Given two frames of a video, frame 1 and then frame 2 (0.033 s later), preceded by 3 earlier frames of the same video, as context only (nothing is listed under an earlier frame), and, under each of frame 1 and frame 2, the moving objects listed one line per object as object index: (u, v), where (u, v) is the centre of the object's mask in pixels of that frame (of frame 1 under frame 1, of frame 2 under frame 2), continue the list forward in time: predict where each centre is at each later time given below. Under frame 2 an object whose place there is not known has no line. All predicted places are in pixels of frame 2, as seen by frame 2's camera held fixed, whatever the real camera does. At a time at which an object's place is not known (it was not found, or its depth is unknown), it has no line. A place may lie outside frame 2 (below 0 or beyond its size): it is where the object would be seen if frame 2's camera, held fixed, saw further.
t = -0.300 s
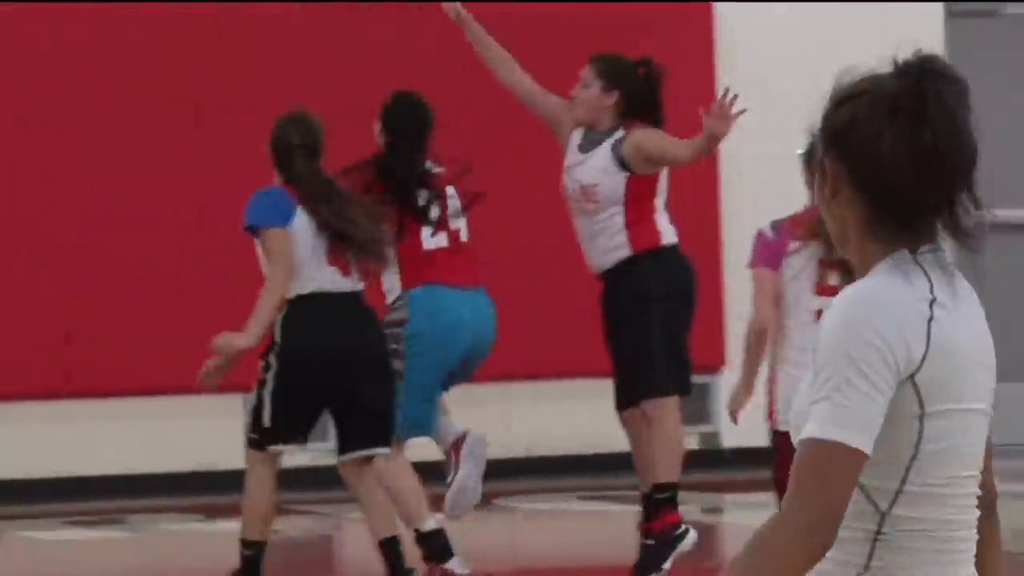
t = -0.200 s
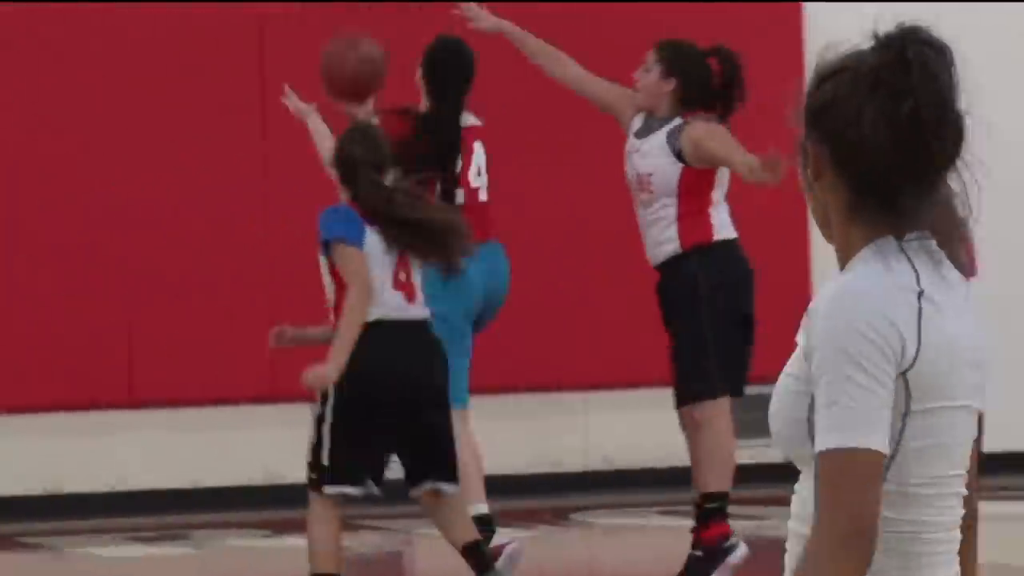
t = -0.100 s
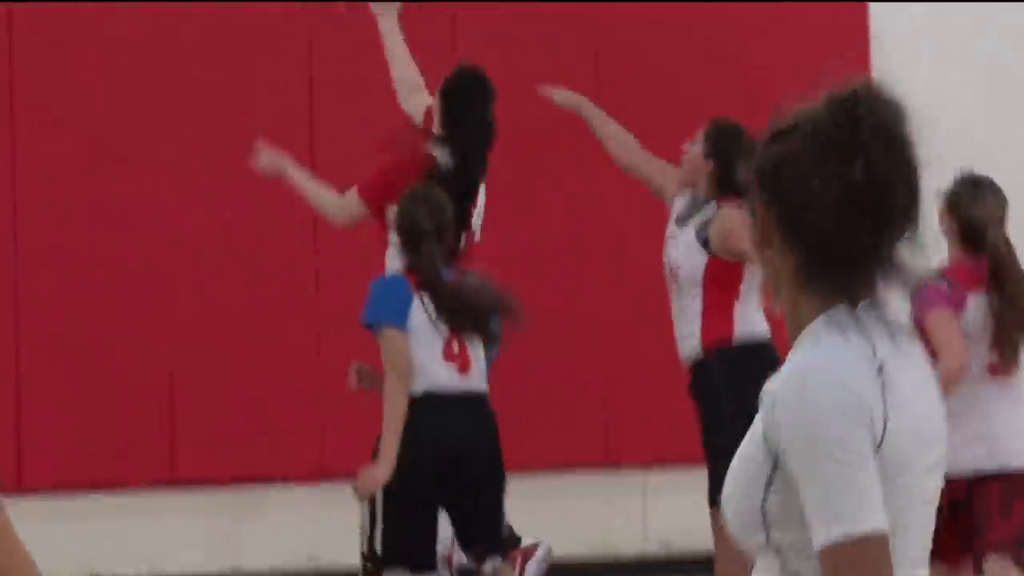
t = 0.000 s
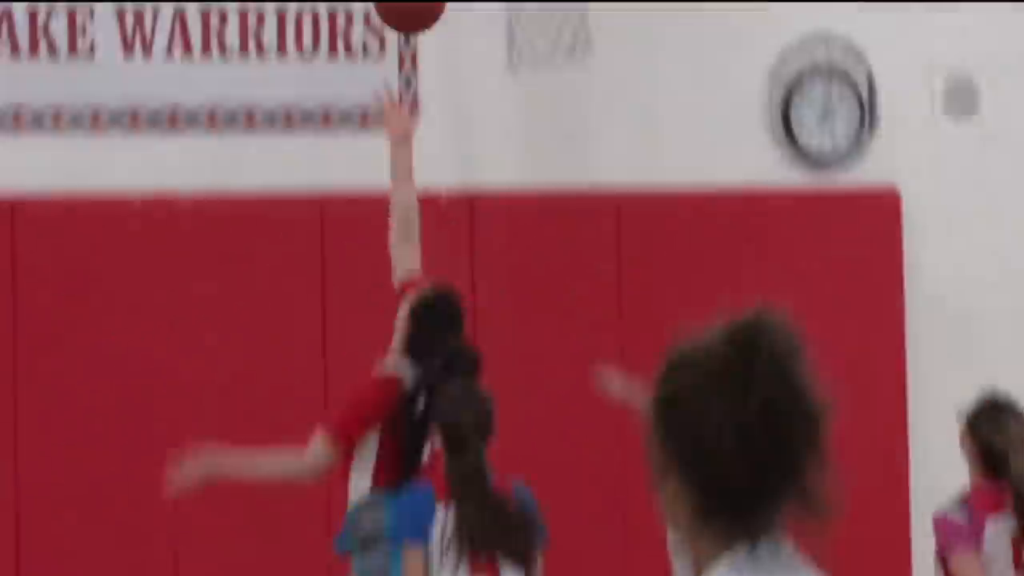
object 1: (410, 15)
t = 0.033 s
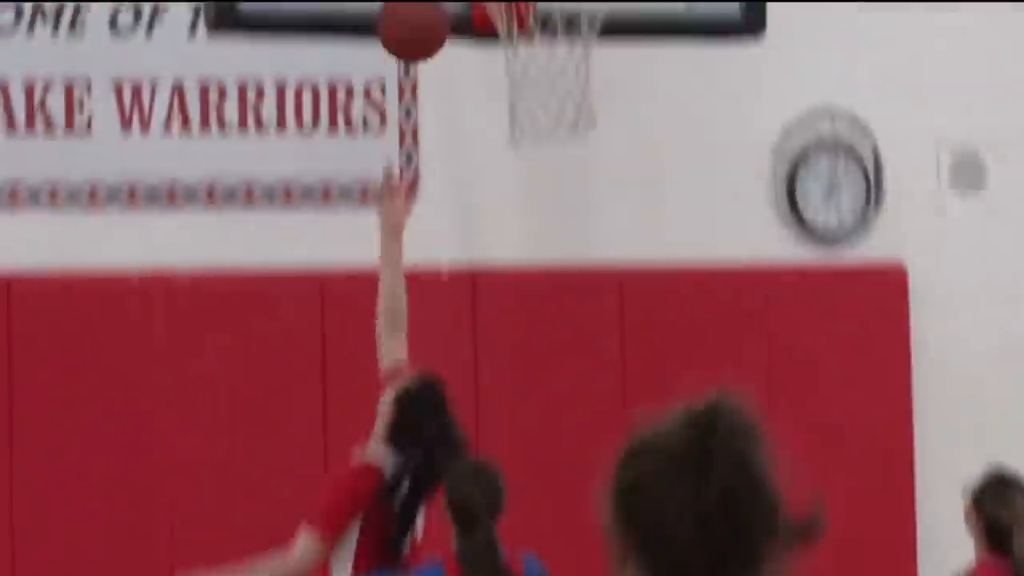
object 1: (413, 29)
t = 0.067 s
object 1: (415, -18)
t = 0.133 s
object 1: (420, -93)
